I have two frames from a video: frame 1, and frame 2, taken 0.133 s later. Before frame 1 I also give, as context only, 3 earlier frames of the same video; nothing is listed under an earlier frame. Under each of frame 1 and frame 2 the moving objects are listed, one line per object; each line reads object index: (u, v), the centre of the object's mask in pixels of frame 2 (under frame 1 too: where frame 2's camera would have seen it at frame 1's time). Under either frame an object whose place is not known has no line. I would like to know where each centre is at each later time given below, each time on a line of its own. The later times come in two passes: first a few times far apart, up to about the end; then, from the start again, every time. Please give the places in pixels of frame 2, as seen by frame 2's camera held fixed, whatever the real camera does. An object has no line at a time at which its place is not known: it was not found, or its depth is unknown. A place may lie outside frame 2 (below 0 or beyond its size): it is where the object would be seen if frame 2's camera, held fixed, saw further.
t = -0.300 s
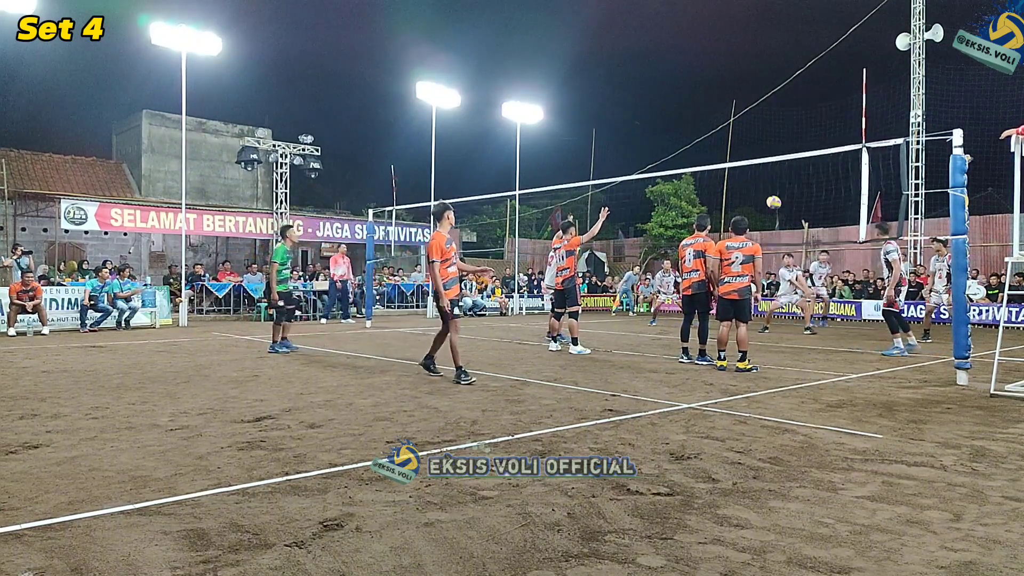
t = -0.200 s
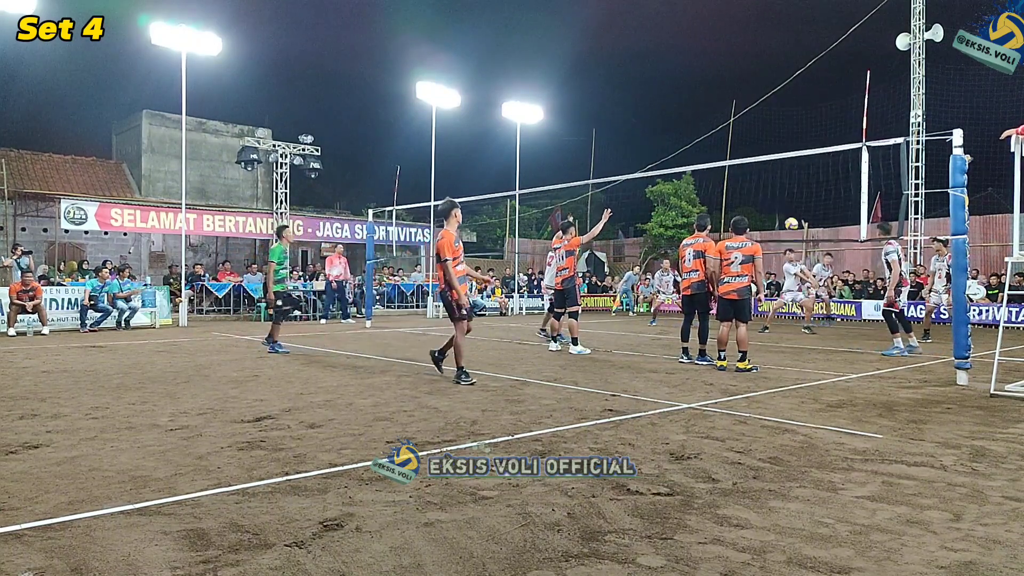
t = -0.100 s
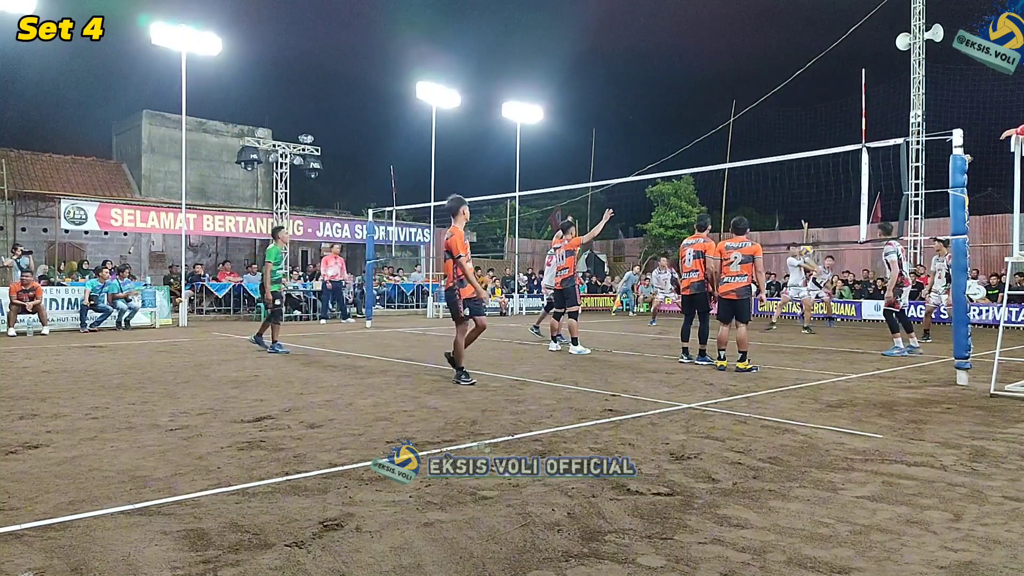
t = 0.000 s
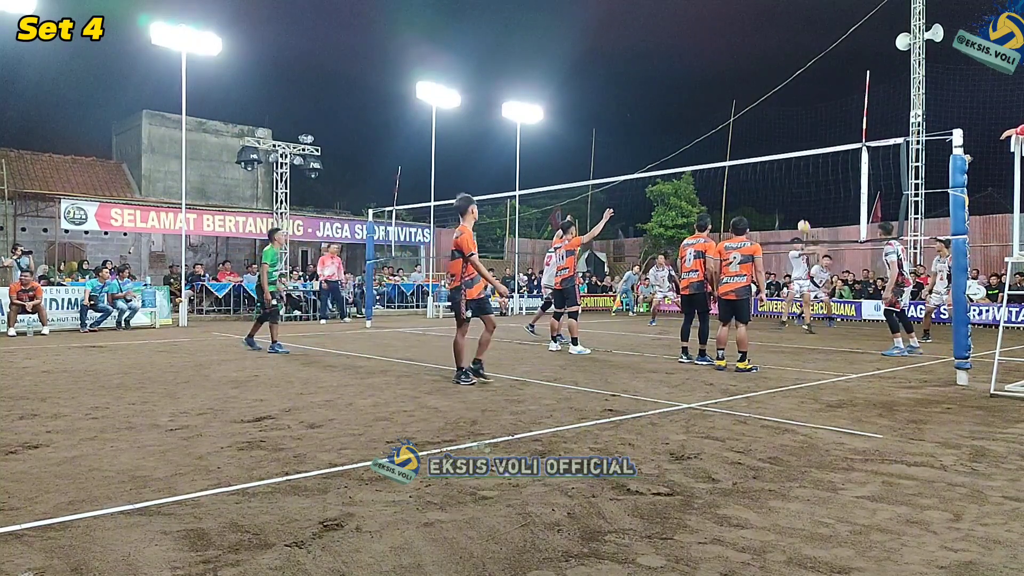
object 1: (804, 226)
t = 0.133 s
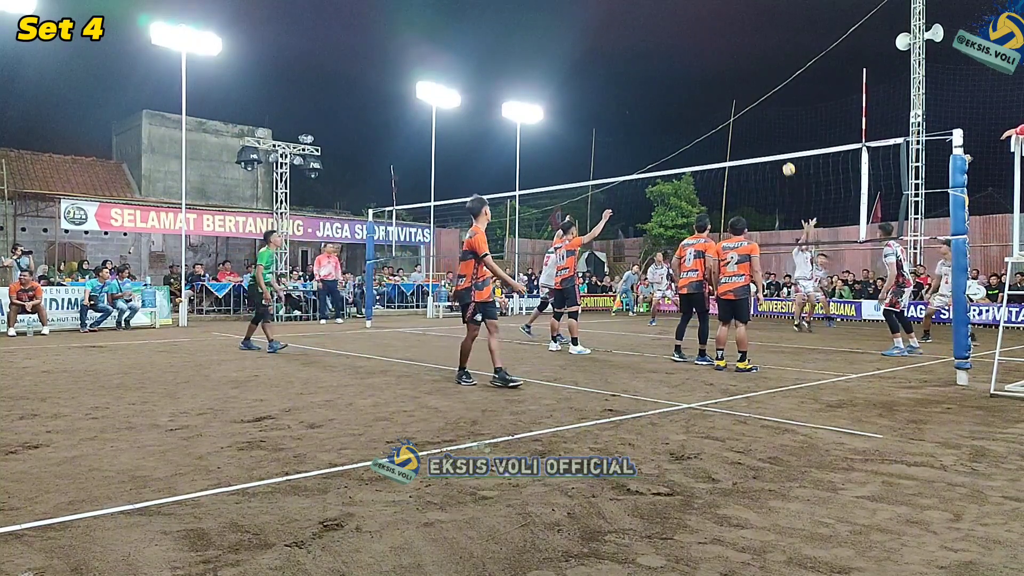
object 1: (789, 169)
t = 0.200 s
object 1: (781, 144)
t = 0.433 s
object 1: (756, 73)
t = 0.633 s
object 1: (734, 34)
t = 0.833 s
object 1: (713, 16)
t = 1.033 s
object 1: (691, 18)
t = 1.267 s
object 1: (666, 47)
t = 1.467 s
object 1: (644, 92)
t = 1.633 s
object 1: (626, 144)
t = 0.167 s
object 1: (785, 156)
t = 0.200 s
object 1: (781, 144)
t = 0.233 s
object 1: (777, 132)
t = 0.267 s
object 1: (774, 121)
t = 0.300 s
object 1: (770, 110)
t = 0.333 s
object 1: (766, 100)
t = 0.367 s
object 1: (763, 90)
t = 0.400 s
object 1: (759, 81)
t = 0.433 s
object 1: (756, 73)
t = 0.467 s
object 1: (752, 65)
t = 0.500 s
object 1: (748, 58)
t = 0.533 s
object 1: (745, 51)
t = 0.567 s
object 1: (741, 45)
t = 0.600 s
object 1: (738, 39)
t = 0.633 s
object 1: (734, 34)
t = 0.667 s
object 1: (730, 30)
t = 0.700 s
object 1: (727, 26)
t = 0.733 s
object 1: (723, 23)
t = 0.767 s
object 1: (720, 20)
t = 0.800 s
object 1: (716, 18)
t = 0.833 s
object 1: (713, 16)
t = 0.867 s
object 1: (709, 15)
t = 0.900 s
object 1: (706, 15)
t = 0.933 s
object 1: (702, 15)
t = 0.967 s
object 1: (698, 16)
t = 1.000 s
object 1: (695, 17)
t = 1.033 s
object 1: (691, 18)
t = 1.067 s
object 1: (688, 21)
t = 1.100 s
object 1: (684, 24)
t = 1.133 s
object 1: (681, 27)
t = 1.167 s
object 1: (677, 31)
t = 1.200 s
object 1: (673, 36)
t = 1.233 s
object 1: (670, 41)
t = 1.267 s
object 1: (666, 47)
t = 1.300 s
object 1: (663, 53)
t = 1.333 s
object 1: (659, 59)
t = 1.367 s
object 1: (655, 67)
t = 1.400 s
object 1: (651, 75)
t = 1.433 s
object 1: (648, 83)
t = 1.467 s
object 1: (644, 92)
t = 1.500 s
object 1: (640, 101)
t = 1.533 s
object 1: (637, 111)
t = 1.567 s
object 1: (633, 122)
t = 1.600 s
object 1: (629, 132)
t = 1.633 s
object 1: (626, 144)
